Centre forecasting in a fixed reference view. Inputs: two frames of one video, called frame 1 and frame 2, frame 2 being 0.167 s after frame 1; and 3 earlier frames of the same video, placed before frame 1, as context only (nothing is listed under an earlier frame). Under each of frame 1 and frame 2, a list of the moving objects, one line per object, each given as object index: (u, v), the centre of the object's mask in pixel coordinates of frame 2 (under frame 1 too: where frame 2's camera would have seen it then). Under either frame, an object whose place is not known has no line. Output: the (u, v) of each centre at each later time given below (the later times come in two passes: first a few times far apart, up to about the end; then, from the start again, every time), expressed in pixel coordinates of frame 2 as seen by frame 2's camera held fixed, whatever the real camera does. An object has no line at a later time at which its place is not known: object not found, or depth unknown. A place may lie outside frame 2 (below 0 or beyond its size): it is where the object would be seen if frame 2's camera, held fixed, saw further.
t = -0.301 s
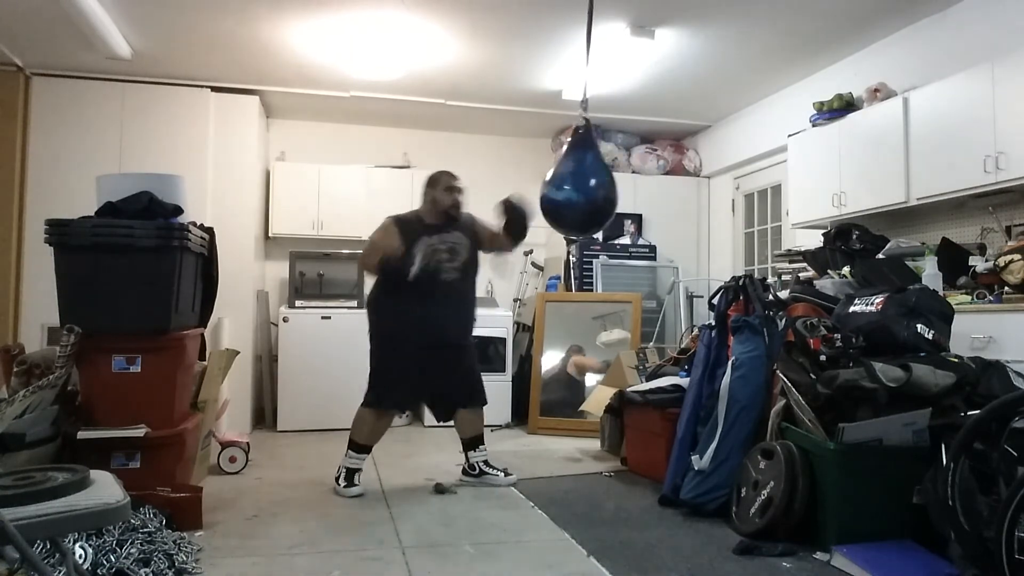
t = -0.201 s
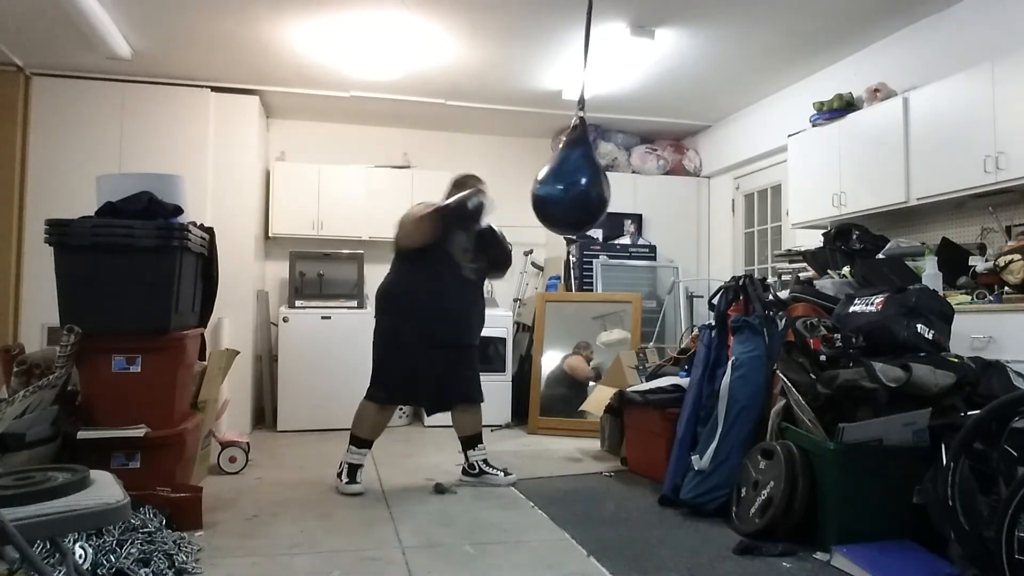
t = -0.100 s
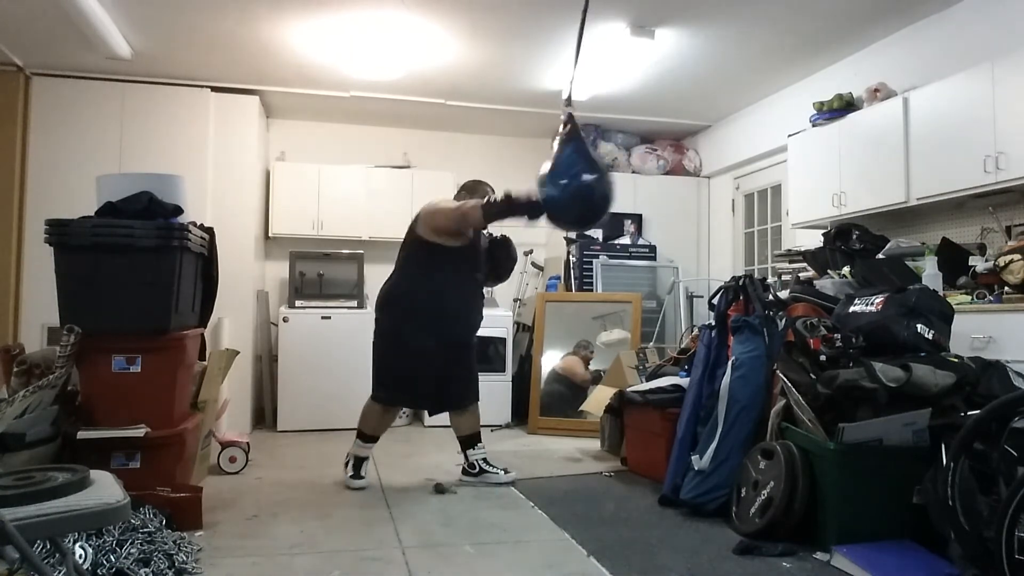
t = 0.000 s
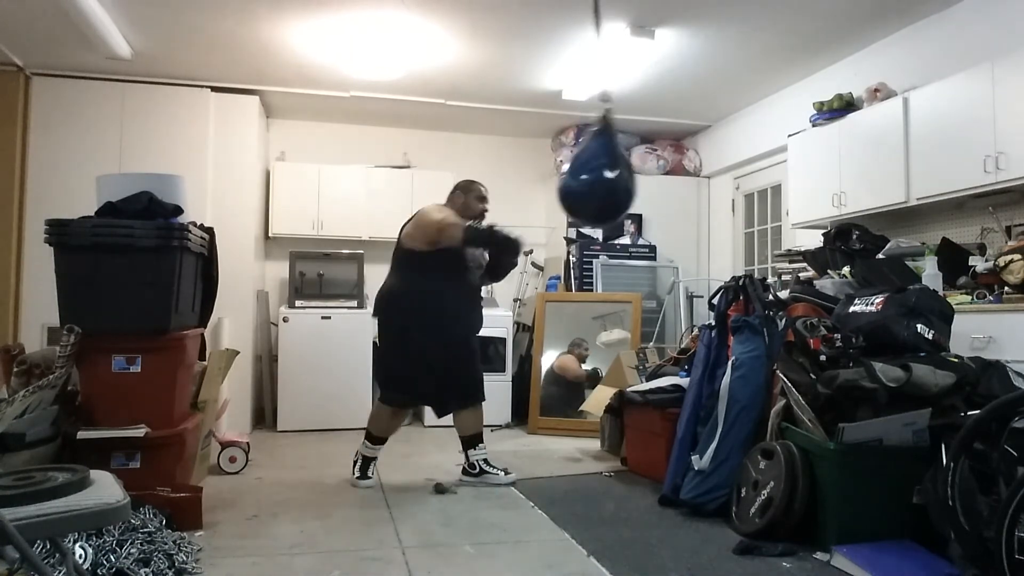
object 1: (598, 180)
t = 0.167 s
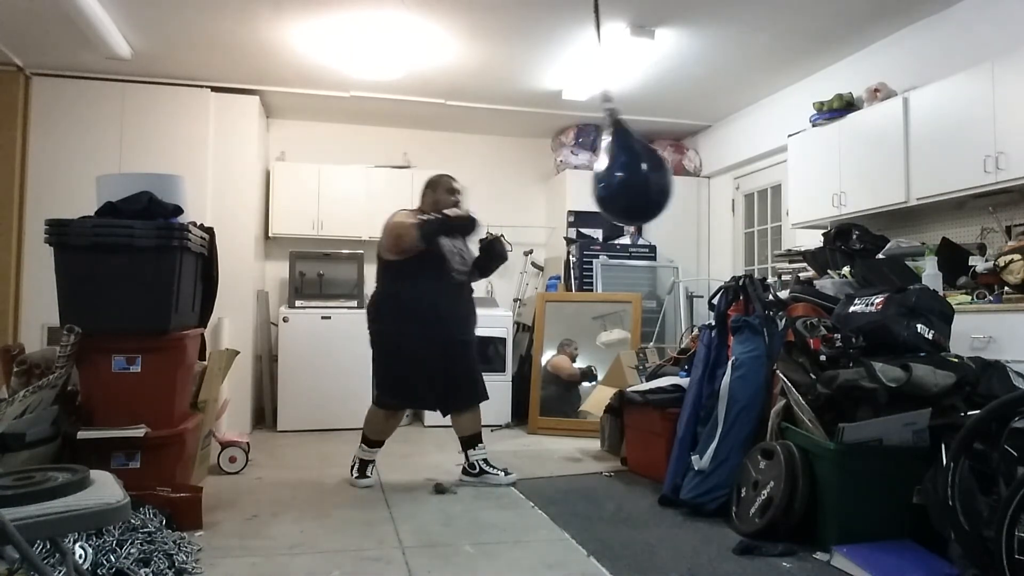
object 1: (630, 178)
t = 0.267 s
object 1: (647, 179)
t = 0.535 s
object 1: (660, 174)
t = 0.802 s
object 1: (631, 174)
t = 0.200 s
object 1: (637, 180)
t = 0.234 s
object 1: (643, 180)
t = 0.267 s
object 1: (647, 179)
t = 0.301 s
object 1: (651, 180)
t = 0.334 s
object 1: (654, 180)
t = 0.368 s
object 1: (658, 180)
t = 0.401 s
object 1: (661, 179)
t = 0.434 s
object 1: (662, 177)
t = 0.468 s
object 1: (663, 177)
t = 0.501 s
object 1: (662, 176)
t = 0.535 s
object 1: (660, 174)
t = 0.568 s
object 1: (659, 173)
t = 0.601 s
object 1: (657, 171)
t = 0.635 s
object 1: (654, 170)
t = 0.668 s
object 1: (650, 169)
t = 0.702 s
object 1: (645, 171)
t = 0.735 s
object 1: (640, 172)
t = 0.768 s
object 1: (636, 173)
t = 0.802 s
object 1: (631, 174)
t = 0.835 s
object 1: (626, 176)
